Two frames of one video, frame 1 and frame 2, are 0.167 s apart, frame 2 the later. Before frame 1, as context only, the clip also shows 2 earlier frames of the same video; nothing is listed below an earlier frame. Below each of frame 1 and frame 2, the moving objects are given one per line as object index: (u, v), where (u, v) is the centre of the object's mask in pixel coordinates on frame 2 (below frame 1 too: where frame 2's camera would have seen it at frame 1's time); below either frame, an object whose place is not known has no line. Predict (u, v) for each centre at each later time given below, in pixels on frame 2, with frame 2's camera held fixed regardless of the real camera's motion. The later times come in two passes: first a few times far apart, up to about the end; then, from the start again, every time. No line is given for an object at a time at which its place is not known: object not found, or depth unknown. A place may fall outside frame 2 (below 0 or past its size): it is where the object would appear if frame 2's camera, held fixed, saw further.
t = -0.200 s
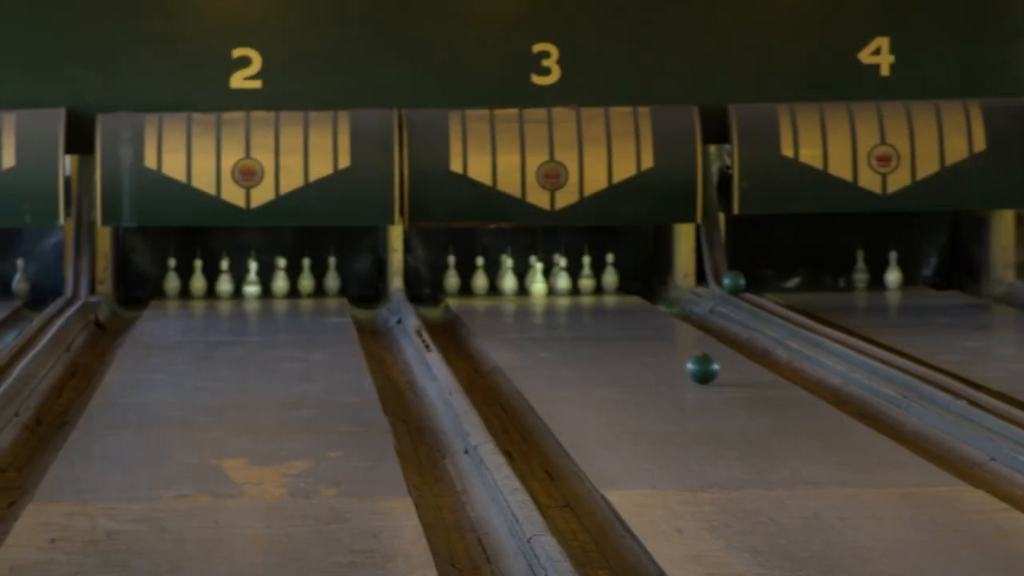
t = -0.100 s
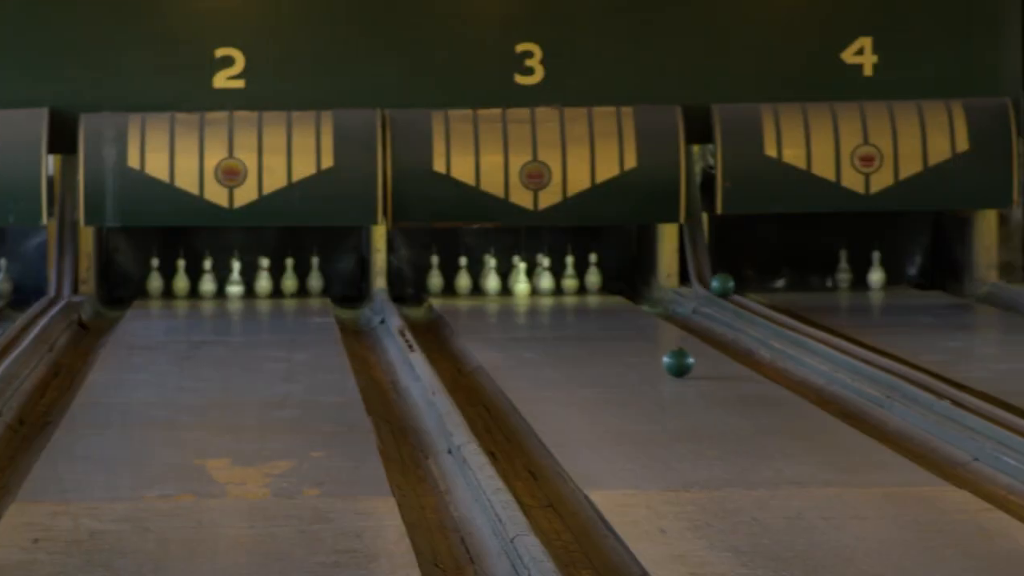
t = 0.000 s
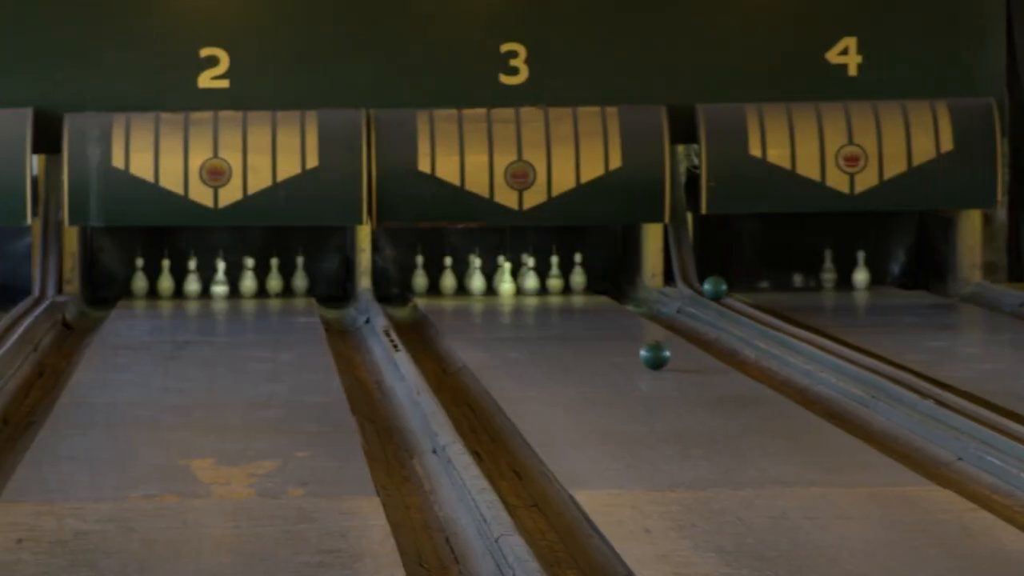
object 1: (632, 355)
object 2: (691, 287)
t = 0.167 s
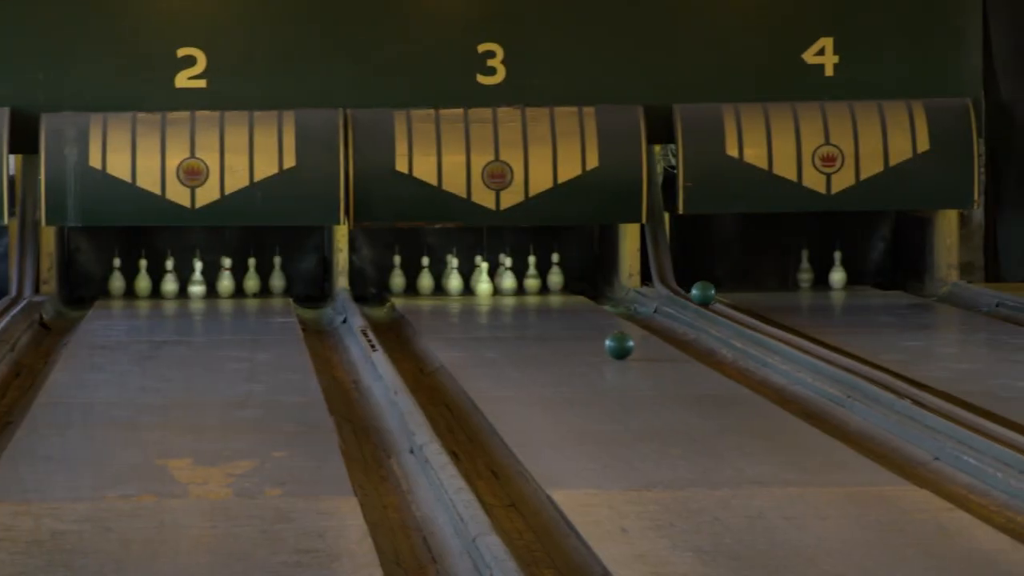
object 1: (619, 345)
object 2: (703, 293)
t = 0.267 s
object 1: (612, 339)
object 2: (710, 296)
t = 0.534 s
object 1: (593, 326)
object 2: (732, 306)
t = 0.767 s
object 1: (579, 315)
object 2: (752, 313)
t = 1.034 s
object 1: (563, 305)
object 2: (778, 323)
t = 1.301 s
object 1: (548, 294)
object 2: (806, 334)
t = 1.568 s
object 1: (533, 285)
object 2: (836, 346)
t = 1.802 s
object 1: (537, 282)
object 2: (865, 357)
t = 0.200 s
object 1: (616, 344)
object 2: (704, 294)
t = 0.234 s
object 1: (614, 341)
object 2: (707, 295)
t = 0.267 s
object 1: (612, 339)
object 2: (710, 296)
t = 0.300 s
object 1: (609, 338)
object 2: (713, 297)
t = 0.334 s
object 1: (607, 336)
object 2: (715, 298)
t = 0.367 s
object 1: (605, 334)
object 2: (718, 299)
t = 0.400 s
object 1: (603, 332)
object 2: (720, 300)
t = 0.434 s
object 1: (601, 331)
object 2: (723, 301)
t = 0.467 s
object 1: (598, 329)
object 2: (726, 303)
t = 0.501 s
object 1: (596, 327)
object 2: (729, 304)
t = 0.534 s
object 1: (593, 326)
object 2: (732, 306)
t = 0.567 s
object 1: (592, 324)
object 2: (735, 307)
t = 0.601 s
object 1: (589, 323)
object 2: (738, 308)
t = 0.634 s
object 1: (588, 321)
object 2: (741, 309)
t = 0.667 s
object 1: (584, 320)
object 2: (744, 310)
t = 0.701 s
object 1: (583, 318)
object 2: (747, 311)
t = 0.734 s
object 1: (581, 317)
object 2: (749, 312)
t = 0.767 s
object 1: (579, 315)
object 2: (752, 313)
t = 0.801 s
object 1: (577, 314)
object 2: (755, 314)
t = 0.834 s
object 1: (575, 312)
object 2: (759, 316)
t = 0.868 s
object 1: (572, 311)
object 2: (762, 317)
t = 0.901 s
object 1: (571, 309)
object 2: (765, 318)
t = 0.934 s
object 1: (569, 309)
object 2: (768, 319)
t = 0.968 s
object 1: (567, 307)
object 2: (771, 320)
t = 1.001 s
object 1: (565, 306)
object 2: (775, 321)
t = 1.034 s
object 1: (563, 305)
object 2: (778, 323)
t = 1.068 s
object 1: (561, 302)
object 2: (781, 324)
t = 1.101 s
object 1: (559, 302)
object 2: (784, 325)
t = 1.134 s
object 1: (557, 300)
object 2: (788, 326)
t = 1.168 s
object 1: (556, 299)
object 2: (791, 328)
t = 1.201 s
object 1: (553, 297)
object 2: (795, 329)
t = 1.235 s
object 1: (551, 296)
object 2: (799, 331)
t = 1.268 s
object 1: (549, 295)
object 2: (802, 332)
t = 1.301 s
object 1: (548, 294)
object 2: (806, 334)
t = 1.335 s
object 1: (546, 293)
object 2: (809, 335)
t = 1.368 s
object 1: (545, 292)
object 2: (813, 337)
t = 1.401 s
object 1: (543, 290)
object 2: (817, 339)
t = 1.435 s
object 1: (540, 290)
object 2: (820, 340)
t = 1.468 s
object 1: (538, 288)
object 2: (824, 341)
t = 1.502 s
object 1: (537, 287)
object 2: (828, 343)
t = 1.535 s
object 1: (535, 286)
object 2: (832, 345)
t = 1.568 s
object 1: (533, 285)
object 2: (836, 346)
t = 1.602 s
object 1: (531, 284)
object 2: (840, 348)
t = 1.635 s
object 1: (530, 284)
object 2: (844, 349)
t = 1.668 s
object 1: (529, 284)
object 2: (848, 351)
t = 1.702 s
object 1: (527, 283)
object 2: (852, 352)
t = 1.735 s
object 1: (531, 282)
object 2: (857, 354)
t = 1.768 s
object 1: (533, 282)
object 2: (861, 356)
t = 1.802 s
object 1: (537, 282)
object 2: (865, 357)
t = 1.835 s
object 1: (541, 282)
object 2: (870, 359)
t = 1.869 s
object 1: (545, 281)
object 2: (874, 361)
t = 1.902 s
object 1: (548, 280)
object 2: (878, 362)
